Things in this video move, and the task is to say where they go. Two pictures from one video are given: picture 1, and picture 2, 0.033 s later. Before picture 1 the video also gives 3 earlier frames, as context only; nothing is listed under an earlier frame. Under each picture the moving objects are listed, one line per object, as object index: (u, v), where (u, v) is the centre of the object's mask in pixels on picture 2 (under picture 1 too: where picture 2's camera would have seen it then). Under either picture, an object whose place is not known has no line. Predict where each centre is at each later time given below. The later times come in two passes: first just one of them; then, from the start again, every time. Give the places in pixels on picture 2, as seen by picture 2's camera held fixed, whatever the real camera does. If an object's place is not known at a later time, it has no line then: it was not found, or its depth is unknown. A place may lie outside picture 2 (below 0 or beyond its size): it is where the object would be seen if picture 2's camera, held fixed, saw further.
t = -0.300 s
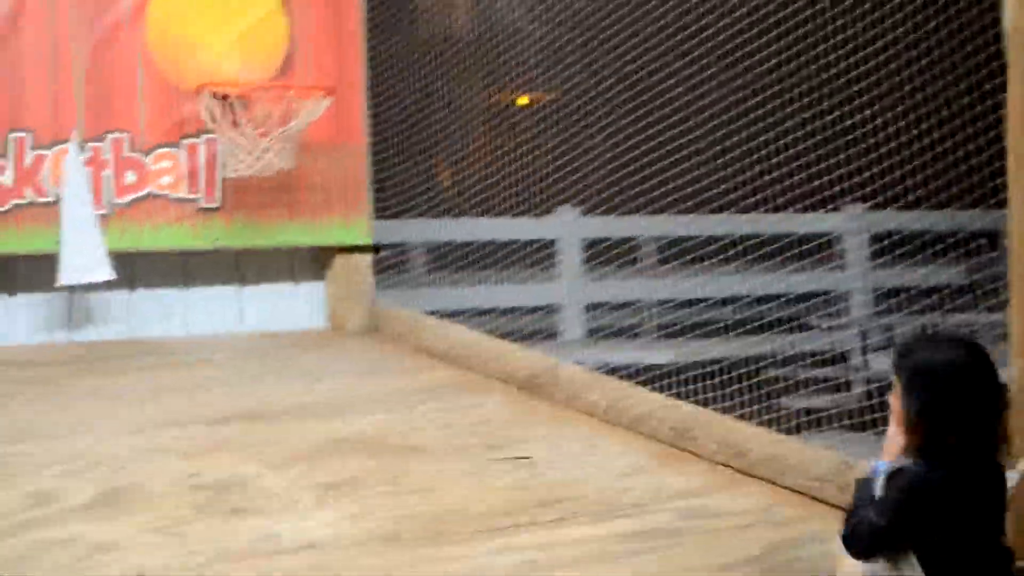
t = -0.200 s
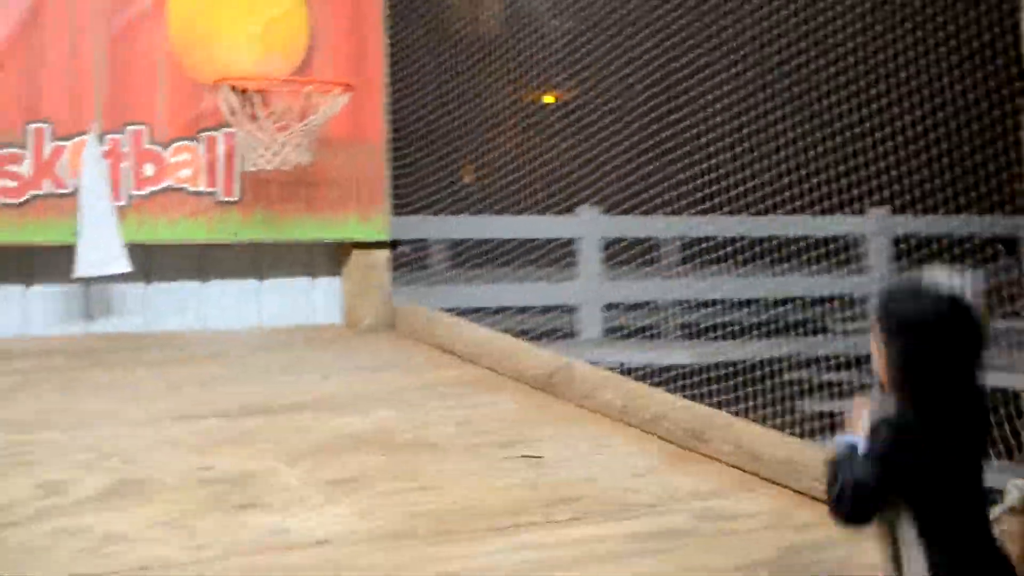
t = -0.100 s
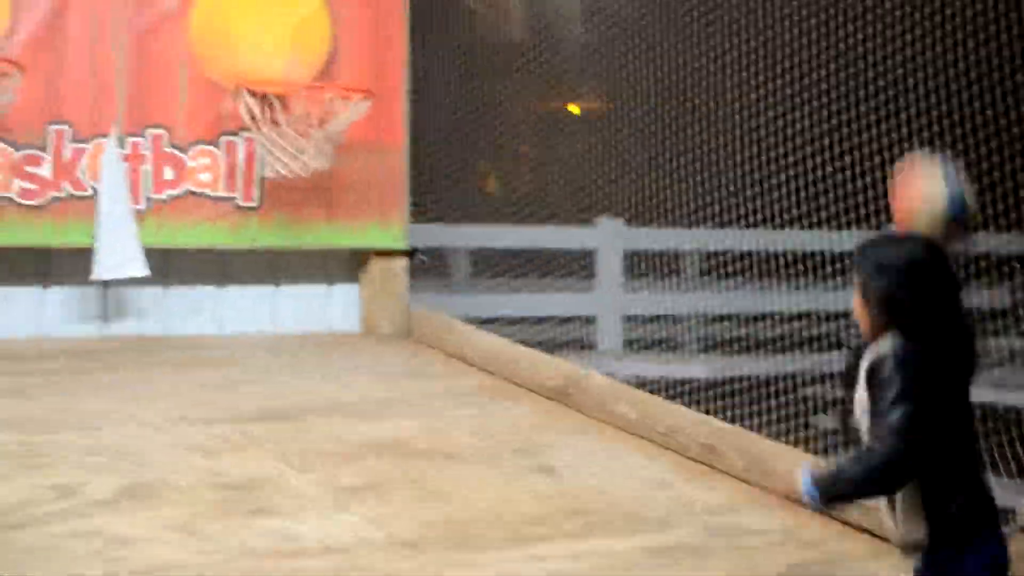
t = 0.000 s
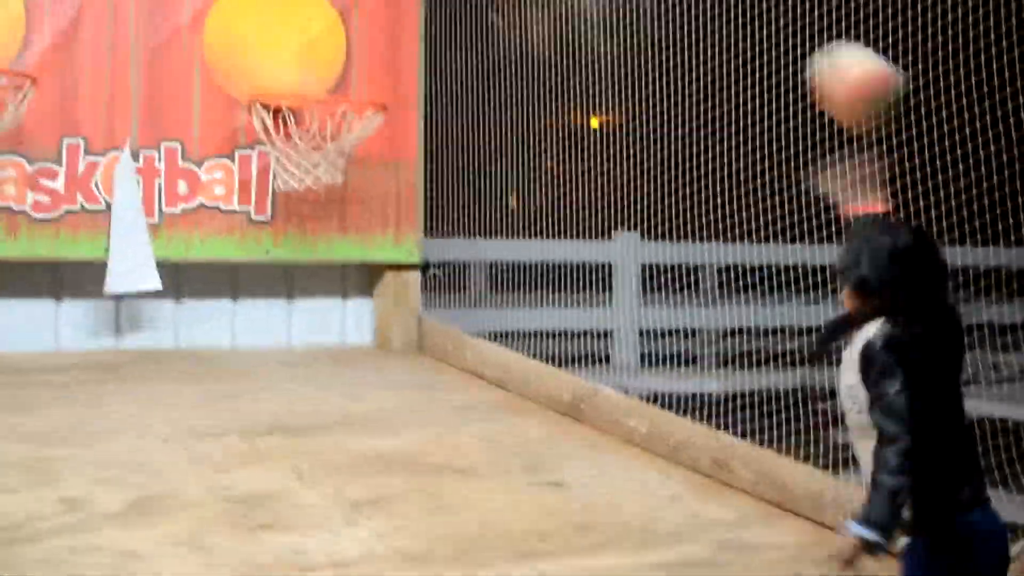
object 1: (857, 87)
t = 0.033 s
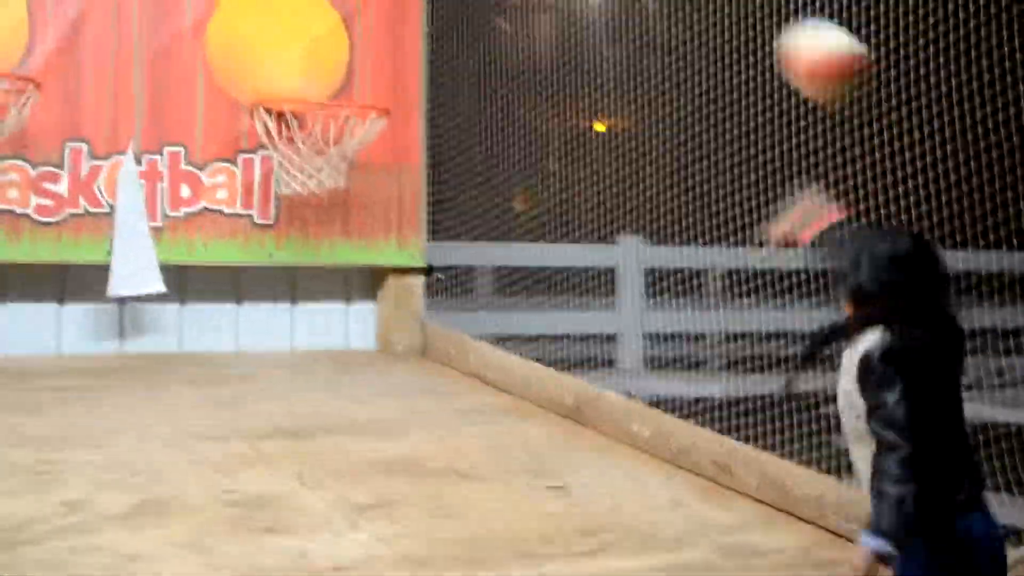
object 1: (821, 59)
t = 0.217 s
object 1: (642, -4)
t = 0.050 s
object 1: (806, 48)
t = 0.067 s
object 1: (785, 37)
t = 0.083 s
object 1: (771, 32)
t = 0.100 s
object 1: (749, 21)
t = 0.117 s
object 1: (739, 18)
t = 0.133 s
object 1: (717, 9)
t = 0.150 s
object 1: (702, 6)
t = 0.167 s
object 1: (683, 0)
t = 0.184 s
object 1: (673, -3)
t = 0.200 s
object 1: (656, -3)
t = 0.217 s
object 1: (642, -4)
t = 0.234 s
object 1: (628, -5)
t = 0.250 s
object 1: (613, -4)
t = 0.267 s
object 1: (602, -4)
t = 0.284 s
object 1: (593, -2)
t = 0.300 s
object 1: (574, 8)
